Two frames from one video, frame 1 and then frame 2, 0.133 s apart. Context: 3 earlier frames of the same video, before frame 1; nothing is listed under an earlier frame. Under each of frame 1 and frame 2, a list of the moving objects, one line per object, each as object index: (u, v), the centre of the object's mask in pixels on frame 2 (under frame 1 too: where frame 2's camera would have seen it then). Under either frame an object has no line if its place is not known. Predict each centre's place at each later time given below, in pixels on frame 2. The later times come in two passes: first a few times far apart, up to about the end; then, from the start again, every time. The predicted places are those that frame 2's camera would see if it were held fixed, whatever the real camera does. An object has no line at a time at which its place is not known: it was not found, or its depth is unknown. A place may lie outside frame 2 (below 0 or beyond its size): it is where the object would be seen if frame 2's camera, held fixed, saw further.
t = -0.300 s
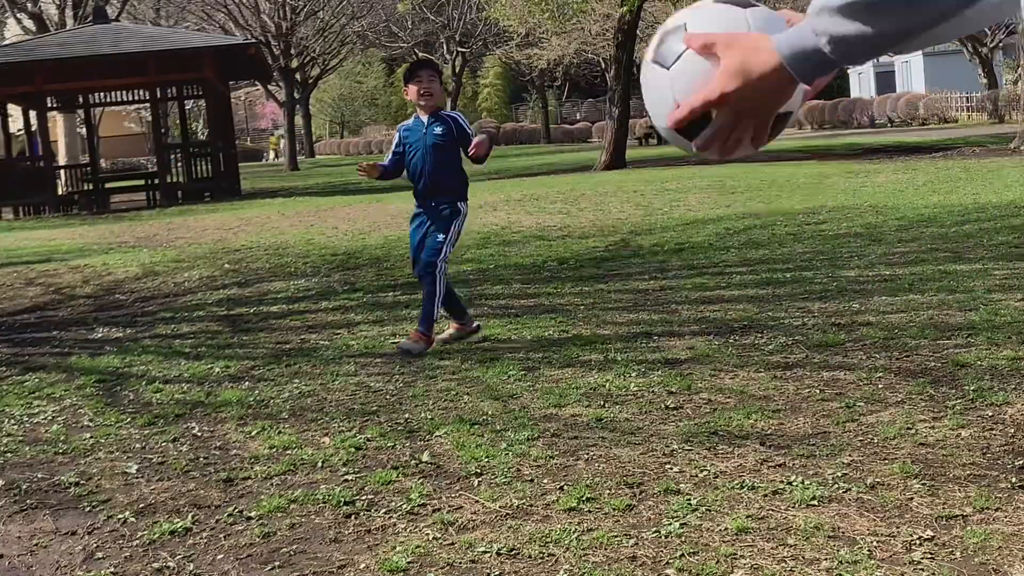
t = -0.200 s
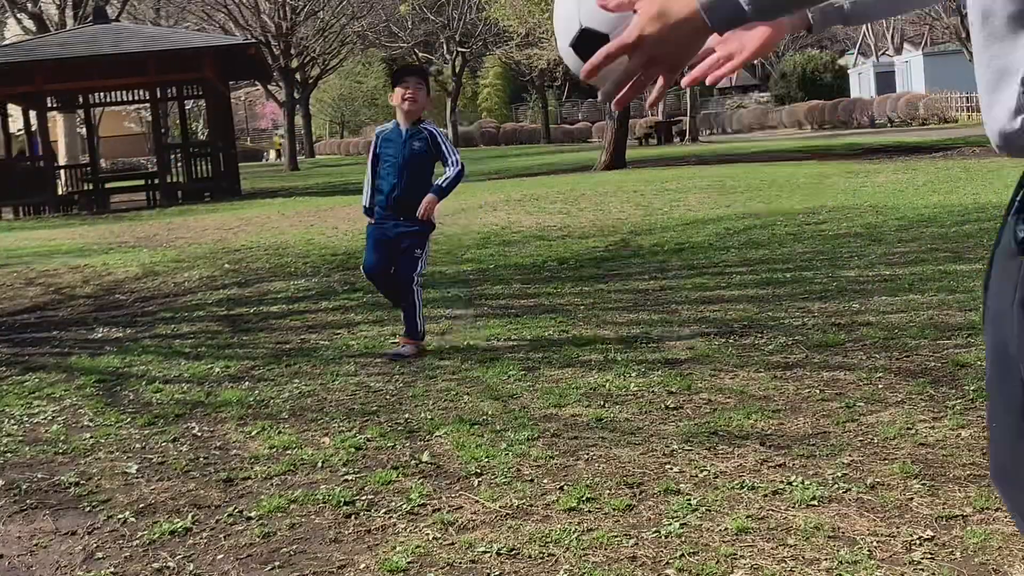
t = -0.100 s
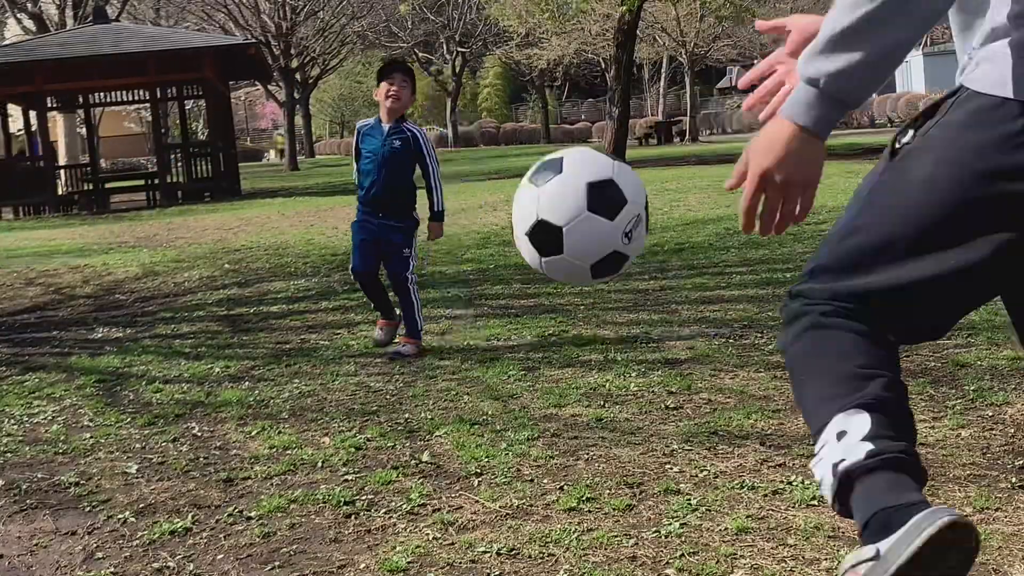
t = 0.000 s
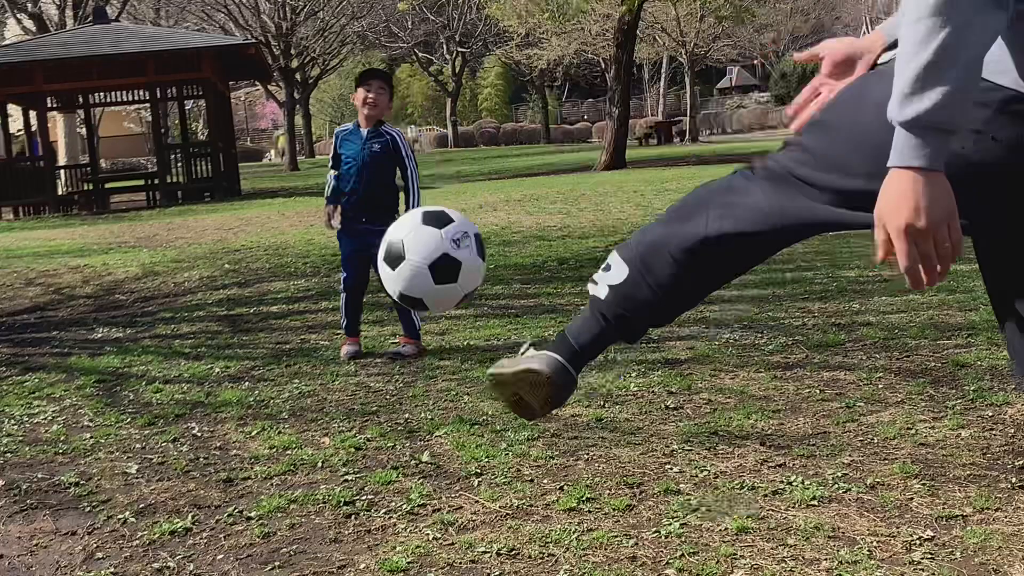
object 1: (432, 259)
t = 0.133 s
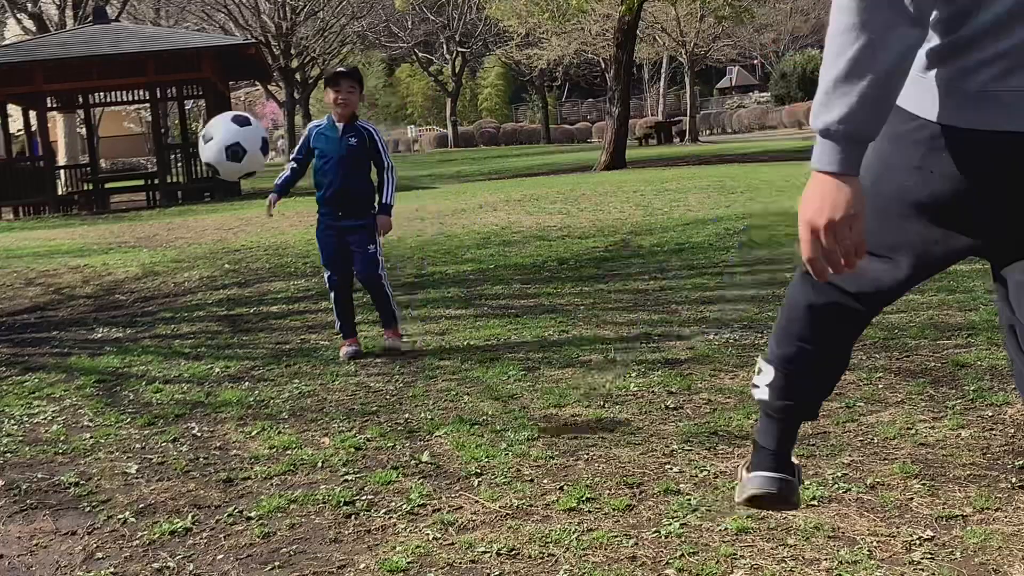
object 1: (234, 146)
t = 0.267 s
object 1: (163, 264)
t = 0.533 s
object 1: (102, 249)
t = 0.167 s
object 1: (209, 164)
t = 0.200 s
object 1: (190, 190)
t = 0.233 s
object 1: (175, 224)
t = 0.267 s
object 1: (163, 264)
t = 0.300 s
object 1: (155, 308)
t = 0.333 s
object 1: (146, 324)
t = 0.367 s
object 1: (135, 288)
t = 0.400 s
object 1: (125, 260)
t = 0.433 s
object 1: (117, 246)
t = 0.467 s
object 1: (110, 238)
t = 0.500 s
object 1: (105, 241)
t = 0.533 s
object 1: (102, 249)
